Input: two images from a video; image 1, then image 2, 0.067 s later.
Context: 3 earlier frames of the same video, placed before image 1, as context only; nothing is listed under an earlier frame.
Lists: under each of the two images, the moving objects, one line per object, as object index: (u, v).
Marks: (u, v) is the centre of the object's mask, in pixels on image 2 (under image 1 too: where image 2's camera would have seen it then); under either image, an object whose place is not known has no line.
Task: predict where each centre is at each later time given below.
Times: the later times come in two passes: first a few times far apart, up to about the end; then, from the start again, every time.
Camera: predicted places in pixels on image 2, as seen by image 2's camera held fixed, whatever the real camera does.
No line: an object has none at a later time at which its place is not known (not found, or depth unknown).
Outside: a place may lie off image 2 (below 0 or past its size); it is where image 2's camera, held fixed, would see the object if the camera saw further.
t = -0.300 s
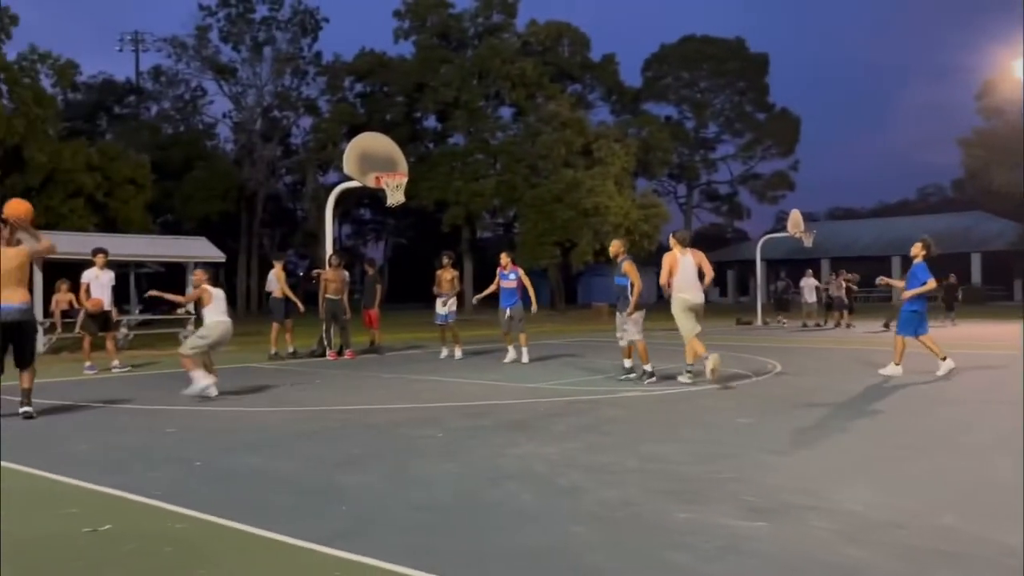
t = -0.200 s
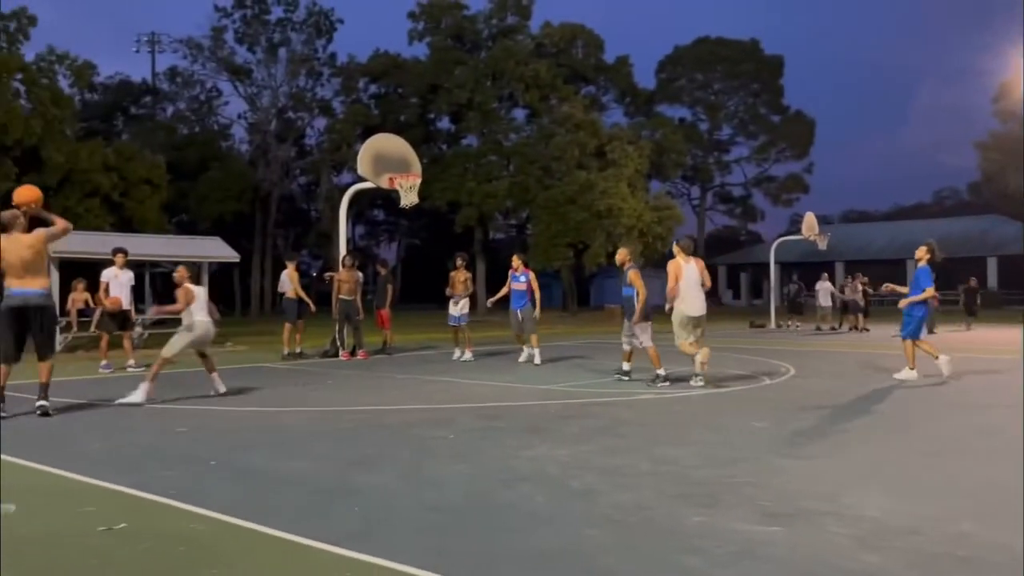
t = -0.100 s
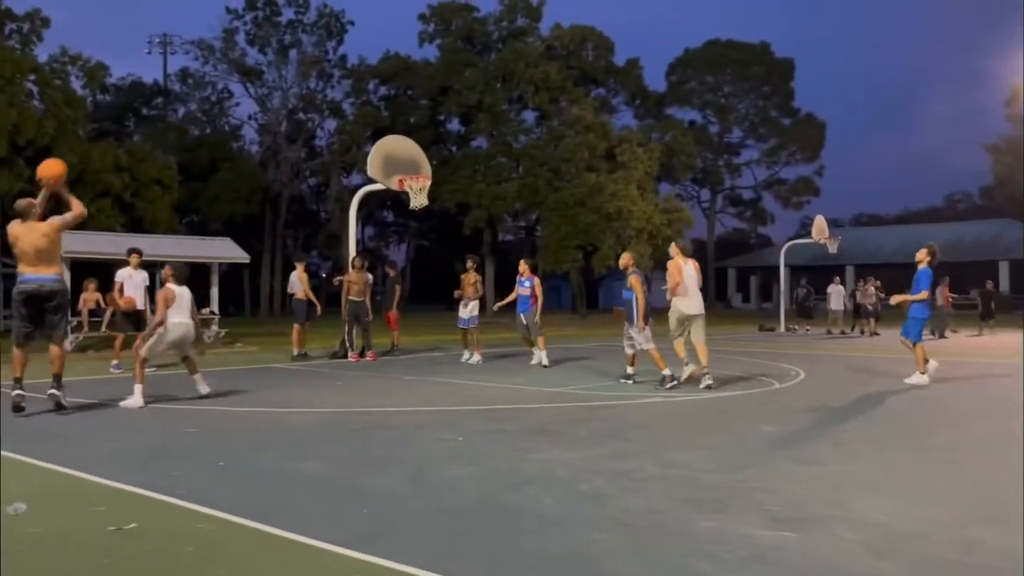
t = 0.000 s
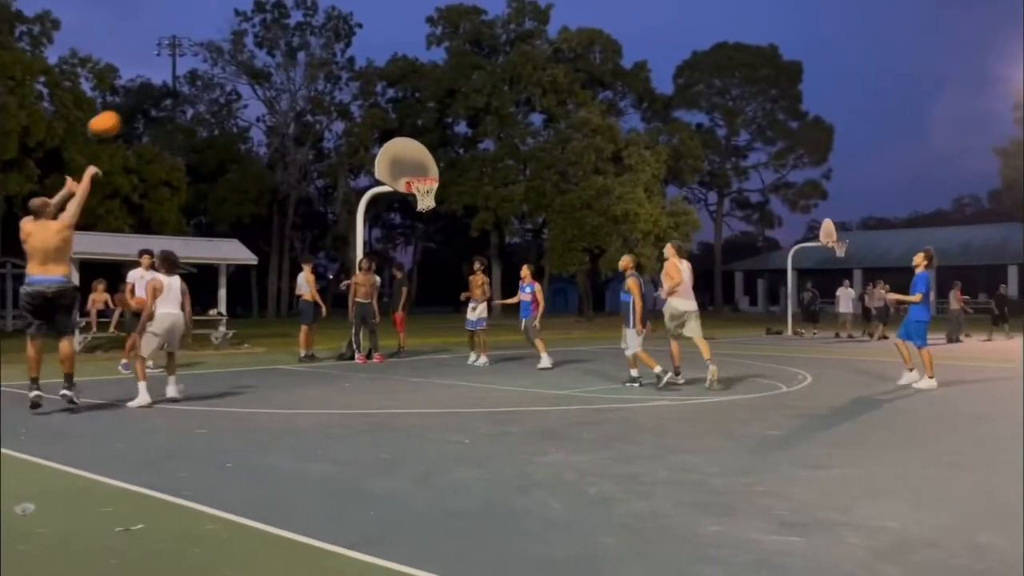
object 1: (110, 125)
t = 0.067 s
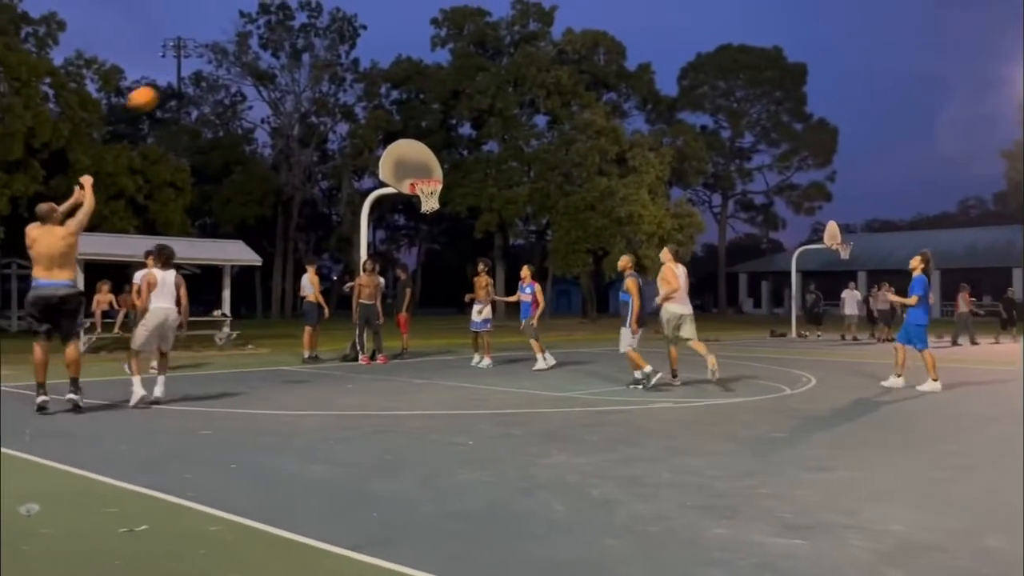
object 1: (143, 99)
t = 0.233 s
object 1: (213, 56)
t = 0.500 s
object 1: (300, 46)
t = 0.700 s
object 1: (352, 71)
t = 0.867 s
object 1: (388, 108)
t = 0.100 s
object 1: (159, 87)
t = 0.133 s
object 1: (173, 78)
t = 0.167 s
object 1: (187, 70)
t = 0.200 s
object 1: (200, 62)
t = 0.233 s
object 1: (213, 56)
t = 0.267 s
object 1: (225, 51)
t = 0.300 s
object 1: (237, 47)
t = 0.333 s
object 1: (248, 44)
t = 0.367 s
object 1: (259, 43)
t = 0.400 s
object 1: (270, 43)
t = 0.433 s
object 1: (280, 43)
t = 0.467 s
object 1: (290, 44)
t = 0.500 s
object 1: (300, 46)
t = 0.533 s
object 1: (309, 48)
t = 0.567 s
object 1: (318, 51)
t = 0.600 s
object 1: (327, 55)
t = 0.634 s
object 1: (335, 60)
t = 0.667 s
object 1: (343, 65)
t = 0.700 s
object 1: (352, 71)
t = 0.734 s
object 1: (360, 77)
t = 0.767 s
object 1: (367, 84)
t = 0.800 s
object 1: (374, 91)
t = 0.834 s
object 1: (381, 100)
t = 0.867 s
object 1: (388, 108)
